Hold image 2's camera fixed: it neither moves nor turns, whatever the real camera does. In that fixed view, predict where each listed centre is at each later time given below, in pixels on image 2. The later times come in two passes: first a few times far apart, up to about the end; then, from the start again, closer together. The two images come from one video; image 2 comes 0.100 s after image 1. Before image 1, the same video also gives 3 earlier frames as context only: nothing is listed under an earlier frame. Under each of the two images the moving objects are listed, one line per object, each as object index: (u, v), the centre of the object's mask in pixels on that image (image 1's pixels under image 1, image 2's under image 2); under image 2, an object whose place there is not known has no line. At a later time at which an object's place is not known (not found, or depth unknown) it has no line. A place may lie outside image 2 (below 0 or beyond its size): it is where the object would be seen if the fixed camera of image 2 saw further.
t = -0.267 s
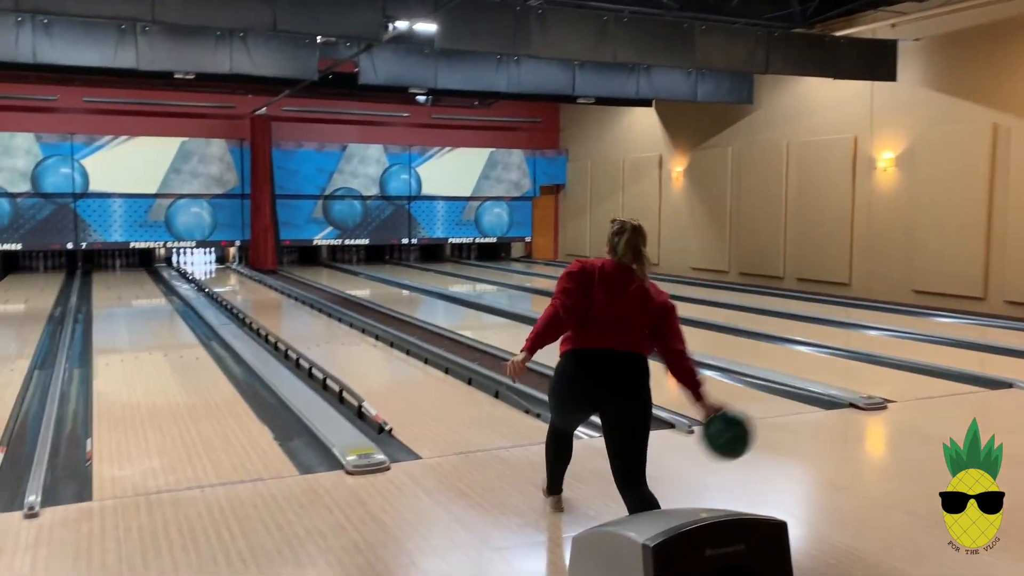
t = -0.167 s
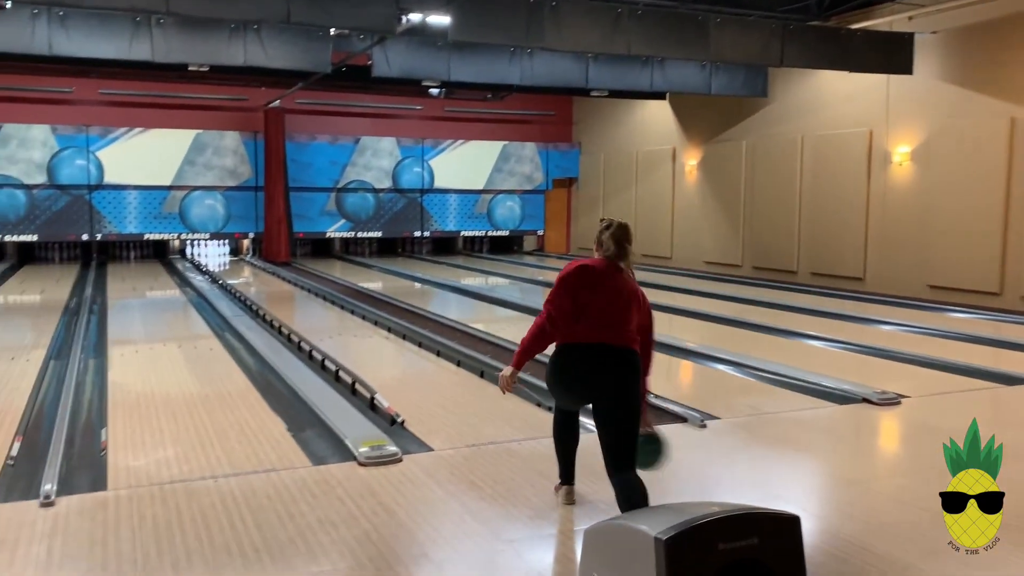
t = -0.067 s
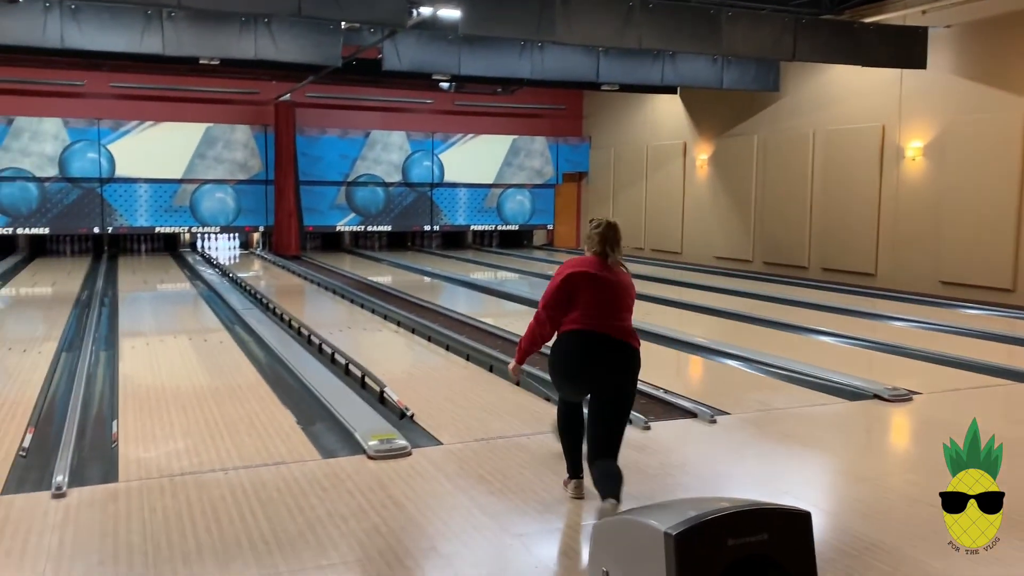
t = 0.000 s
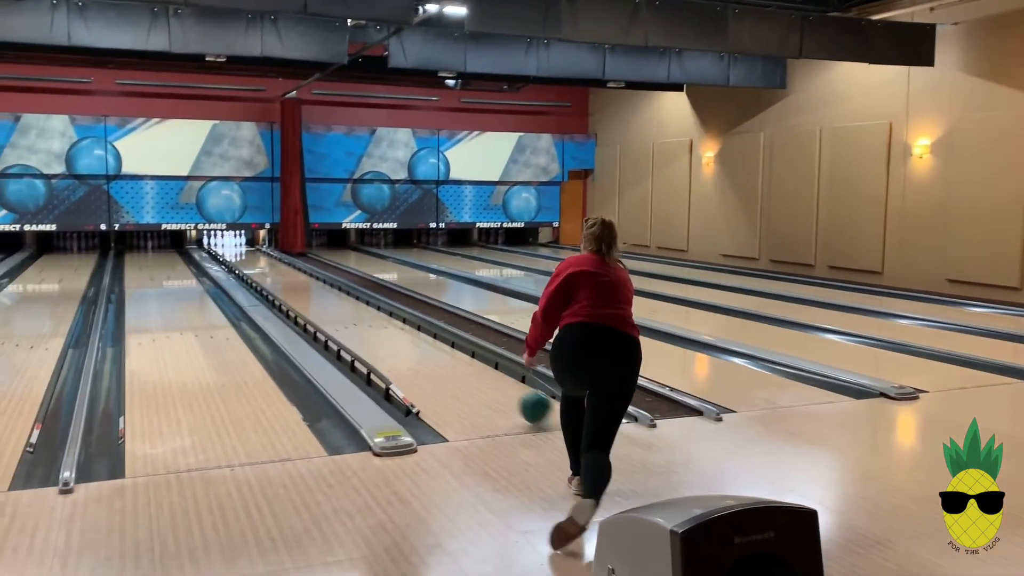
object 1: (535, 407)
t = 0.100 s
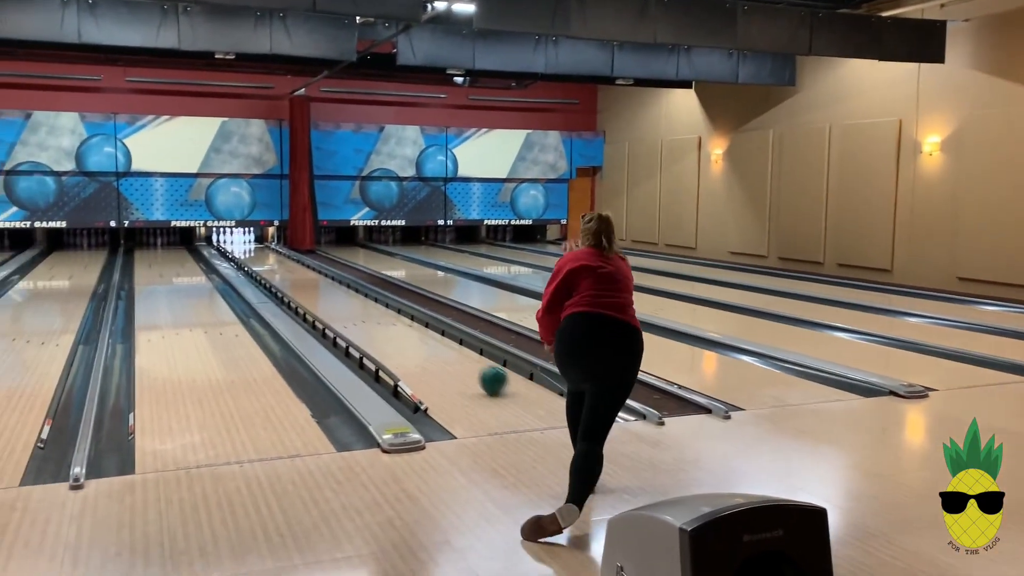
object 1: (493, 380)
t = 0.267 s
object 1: (432, 348)
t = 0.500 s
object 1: (375, 318)
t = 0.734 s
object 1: (337, 297)
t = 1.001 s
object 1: (307, 281)
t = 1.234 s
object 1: (287, 271)
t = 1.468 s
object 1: (272, 263)
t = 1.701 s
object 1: (260, 256)
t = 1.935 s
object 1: (249, 251)
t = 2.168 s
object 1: (241, 247)
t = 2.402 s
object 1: (233, 245)
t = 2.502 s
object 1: (233, 244)
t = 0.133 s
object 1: (479, 372)
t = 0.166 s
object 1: (466, 366)
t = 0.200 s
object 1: (454, 360)
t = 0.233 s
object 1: (442, 354)
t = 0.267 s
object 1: (432, 348)
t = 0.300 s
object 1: (422, 343)
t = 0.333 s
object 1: (413, 338)
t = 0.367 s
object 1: (405, 333)
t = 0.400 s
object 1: (396, 329)
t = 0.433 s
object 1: (389, 325)
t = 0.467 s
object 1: (382, 321)
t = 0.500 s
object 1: (375, 318)
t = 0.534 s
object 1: (369, 314)
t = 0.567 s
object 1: (363, 311)
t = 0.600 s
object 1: (357, 308)
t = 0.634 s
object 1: (352, 305)
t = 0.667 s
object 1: (347, 302)
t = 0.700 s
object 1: (342, 300)
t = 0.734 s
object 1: (337, 297)
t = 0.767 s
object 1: (332, 295)
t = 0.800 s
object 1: (328, 293)
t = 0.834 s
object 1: (324, 290)
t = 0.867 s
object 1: (320, 288)
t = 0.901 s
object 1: (316, 286)
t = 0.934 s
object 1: (313, 285)
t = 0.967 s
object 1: (310, 283)
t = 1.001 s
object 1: (307, 281)
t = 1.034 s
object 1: (303, 279)
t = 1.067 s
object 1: (300, 278)
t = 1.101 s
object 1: (297, 276)
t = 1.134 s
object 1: (295, 275)
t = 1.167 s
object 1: (292, 274)
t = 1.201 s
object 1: (290, 273)
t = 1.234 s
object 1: (287, 271)
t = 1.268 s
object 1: (285, 270)
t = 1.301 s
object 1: (282, 269)
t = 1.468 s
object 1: (272, 263)
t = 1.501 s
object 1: (270, 262)
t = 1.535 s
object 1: (267, 261)
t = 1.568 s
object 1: (266, 260)
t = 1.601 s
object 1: (264, 259)
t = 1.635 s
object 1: (263, 259)
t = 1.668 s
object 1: (261, 257)
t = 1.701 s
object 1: (260, 256)
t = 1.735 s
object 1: (258, 256)
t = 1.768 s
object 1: (256, 255)
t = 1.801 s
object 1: (255, 255)
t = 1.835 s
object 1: (254, 254)
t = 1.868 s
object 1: (252, 253)
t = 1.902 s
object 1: (251, 252)
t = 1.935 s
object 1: (249, 251)
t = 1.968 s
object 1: (248, 251)
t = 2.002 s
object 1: (247, 250)
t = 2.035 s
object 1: (245, 250)
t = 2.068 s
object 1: (244, 249)
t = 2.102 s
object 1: (243, 248)
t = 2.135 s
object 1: (241, 248)
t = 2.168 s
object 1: (241, 247)
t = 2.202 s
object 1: (239, 247)
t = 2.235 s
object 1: (238, 246)
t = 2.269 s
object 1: (237, 246)
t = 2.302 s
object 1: (235, 246)
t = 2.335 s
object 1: (234, 246)
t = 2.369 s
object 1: (234, 245)
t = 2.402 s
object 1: (233, 245)
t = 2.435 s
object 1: (232, 245)
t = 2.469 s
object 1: (233, 244)
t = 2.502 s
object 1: (233, 244)
